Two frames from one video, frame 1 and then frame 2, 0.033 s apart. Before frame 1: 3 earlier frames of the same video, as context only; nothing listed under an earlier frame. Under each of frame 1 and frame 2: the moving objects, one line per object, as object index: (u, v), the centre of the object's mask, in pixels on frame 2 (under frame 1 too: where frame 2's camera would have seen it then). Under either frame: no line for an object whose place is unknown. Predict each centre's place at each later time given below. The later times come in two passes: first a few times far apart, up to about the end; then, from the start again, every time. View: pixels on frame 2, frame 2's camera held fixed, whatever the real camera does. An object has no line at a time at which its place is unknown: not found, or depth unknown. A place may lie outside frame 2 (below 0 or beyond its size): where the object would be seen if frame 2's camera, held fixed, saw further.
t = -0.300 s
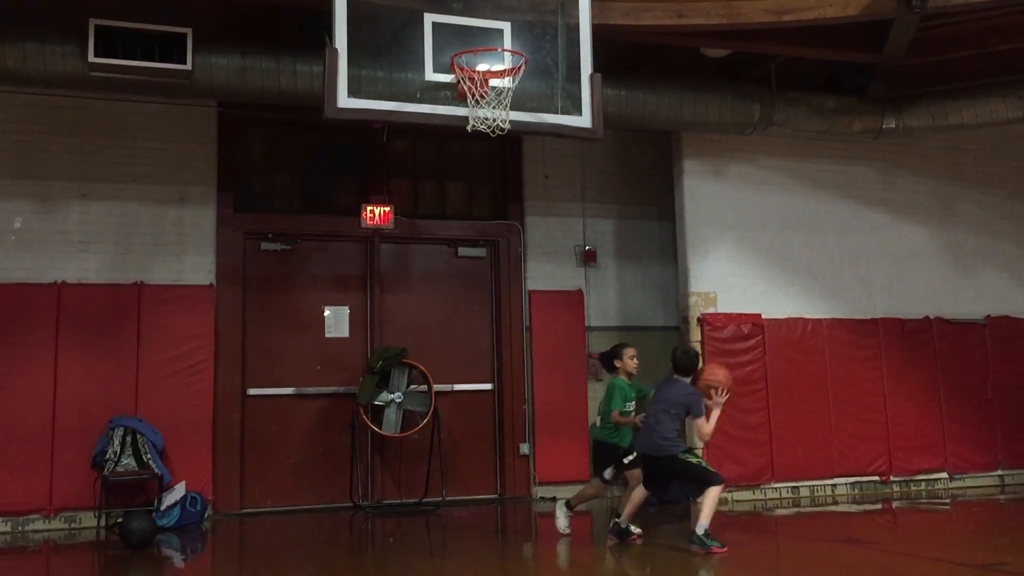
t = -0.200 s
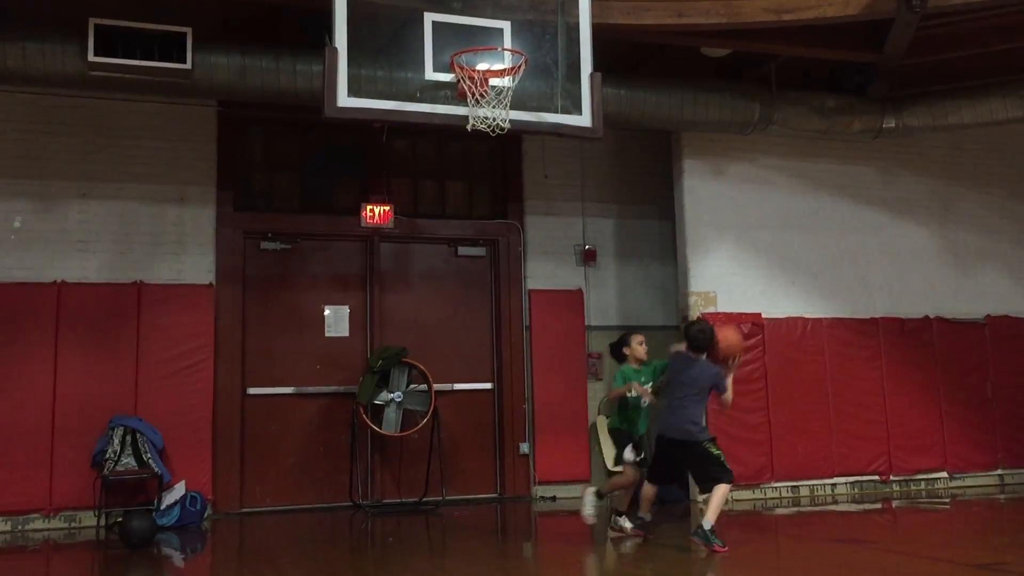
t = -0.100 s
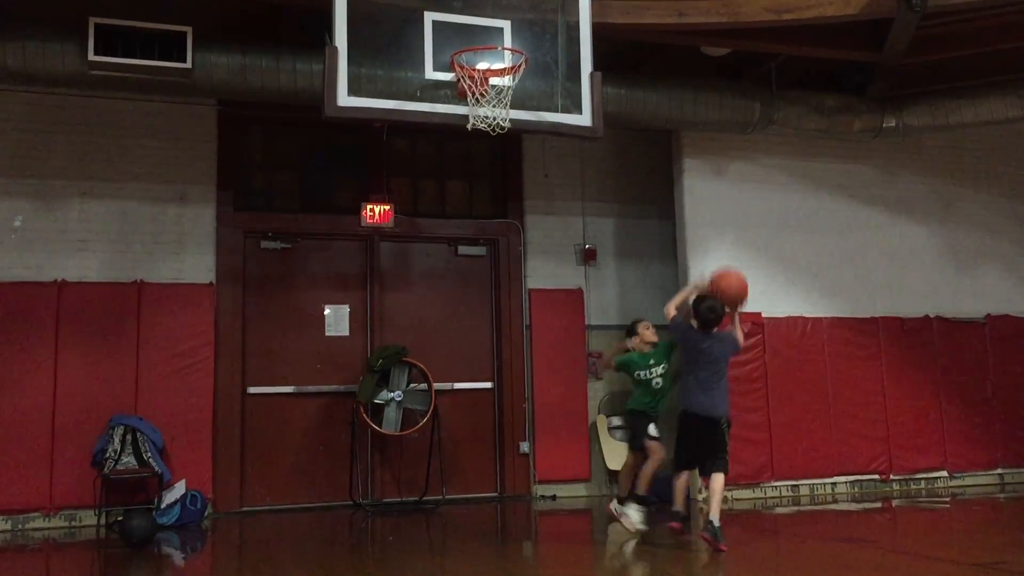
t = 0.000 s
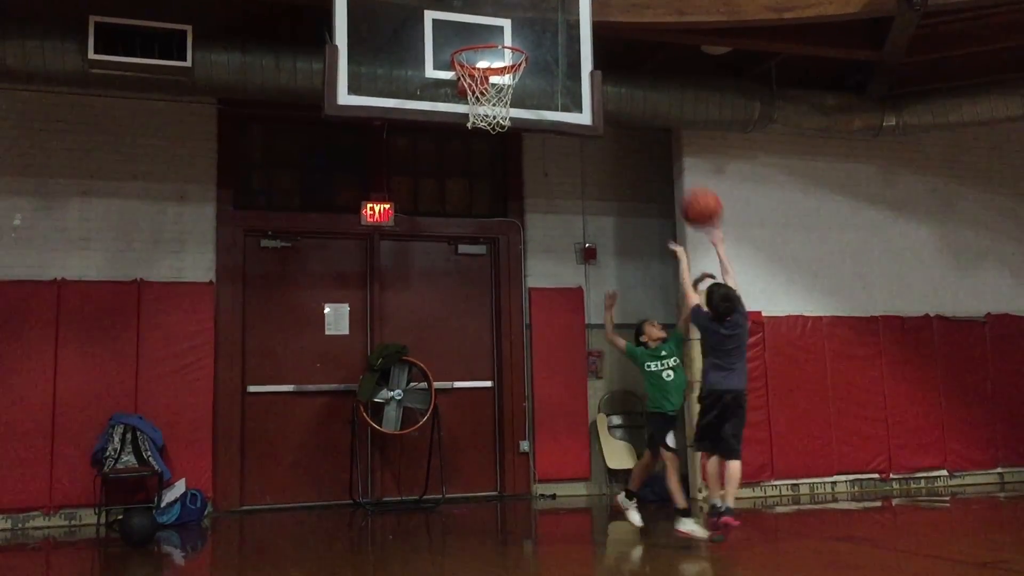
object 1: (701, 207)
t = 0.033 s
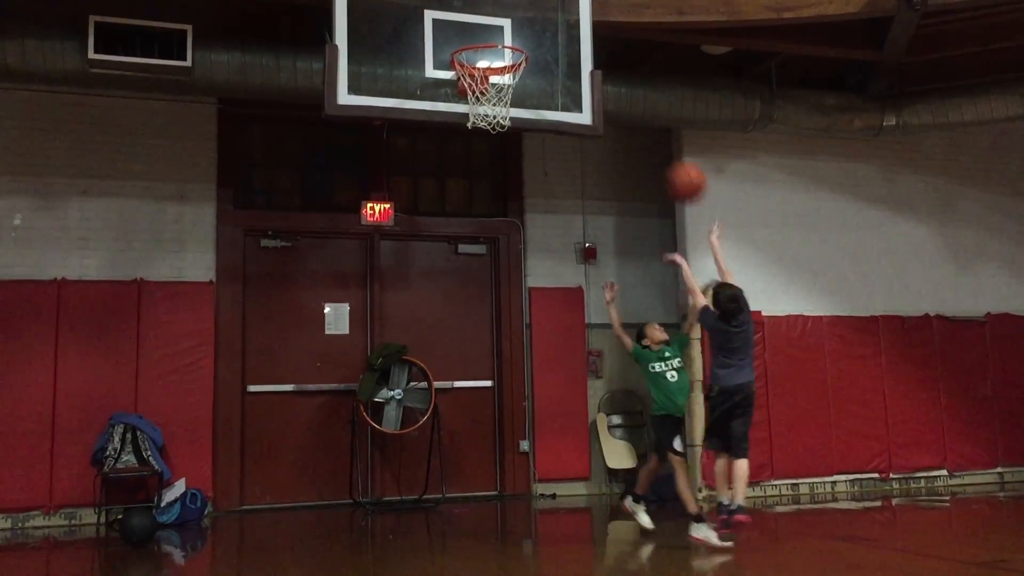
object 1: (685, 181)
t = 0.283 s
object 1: (575, 57)
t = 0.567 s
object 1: (483, 26)
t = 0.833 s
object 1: (454, 23)
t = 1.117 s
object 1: (441, 34)
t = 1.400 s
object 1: (418, 89)
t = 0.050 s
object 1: (678, 169)
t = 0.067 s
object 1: (670, 158)
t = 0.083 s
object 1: (662, 148)
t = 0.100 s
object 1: (656, 138)
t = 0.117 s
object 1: (648, 128)
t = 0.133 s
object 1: (641, 119)
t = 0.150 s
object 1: (634, 110)
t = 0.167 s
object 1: (626, 102)
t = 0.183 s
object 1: (619, 93)
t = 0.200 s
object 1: (610, 86)
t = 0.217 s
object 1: (604, 80)
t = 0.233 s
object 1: (598, 73)
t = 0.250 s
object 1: (591, 68)
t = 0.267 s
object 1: (583, 62)
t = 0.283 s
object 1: (575, 57)
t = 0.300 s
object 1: (568, 52)
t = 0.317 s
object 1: (562, 48)
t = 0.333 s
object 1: (556, 44)
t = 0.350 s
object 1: (549, 40)
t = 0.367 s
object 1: (541, 37)
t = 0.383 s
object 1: (535, 35)
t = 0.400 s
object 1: (530, 32)
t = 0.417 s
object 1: (526, 30)
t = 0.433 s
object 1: (520, 28)
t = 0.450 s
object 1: (516, 26)
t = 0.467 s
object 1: (511, 25)
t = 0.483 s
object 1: (506, 25)
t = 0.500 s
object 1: (502, 24)
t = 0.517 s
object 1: (497, 24)
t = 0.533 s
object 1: (492, 24)
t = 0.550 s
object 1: (488, 25)
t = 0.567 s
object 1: (483, 26)
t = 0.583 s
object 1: (478, 28)
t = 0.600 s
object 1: (474, 29)
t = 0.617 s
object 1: (469, 31)
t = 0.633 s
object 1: (465, 33)
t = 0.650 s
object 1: (462, 38)
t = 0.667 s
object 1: (458, 38)
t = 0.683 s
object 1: (457, 35)
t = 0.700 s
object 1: (457, 33)
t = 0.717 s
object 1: (456, 31)
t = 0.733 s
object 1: (456, 28)
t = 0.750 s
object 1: (456, 26)
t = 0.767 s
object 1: (456, 25)
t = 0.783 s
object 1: (455, 24)
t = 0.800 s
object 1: (455, 23)
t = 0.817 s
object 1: (455, 23)
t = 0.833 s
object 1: (454, 23)
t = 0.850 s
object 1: (454, 23)
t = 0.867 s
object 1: (454, 24)
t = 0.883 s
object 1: (454, 25)
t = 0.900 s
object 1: (454, 26)
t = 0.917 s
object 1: (453, 29)
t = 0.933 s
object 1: (453, 31)
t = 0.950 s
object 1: (452, 33)
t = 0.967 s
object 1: (452, 36)
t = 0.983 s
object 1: (452, 38)
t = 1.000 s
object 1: (451, 39)
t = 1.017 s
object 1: (450, 37)
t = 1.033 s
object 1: (448, 37)
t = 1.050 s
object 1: (446, 35)
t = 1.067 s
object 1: (444, 35)
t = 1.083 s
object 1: (443, 34)
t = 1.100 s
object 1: (442, 34)
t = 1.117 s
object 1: (441, 34)
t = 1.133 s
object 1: (439, 34)
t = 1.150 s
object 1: (437, 35)
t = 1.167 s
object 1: (436, 36)
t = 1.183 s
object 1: (434, 38)
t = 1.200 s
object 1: (433, 39)
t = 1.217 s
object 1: (432, 41)
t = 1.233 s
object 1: (430, 44)
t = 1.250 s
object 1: (429, 46)
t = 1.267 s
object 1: (427, 50)
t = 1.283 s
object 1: (426, 54)
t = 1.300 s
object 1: (424, 58)
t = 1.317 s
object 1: (422, 63)
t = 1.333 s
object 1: (421, 69)
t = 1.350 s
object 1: (420, 73)
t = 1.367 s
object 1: (420, 79)
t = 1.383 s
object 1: (419, 83)
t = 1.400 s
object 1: (418, 89)
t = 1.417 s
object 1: (417, 95)
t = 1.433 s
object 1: (416, 100)
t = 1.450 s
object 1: (417, 105)
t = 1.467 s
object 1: (416, 111)
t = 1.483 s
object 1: (416, 118)
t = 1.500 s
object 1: (415, 125)
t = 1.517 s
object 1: (416, 131)
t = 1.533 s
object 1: (415, 138)
